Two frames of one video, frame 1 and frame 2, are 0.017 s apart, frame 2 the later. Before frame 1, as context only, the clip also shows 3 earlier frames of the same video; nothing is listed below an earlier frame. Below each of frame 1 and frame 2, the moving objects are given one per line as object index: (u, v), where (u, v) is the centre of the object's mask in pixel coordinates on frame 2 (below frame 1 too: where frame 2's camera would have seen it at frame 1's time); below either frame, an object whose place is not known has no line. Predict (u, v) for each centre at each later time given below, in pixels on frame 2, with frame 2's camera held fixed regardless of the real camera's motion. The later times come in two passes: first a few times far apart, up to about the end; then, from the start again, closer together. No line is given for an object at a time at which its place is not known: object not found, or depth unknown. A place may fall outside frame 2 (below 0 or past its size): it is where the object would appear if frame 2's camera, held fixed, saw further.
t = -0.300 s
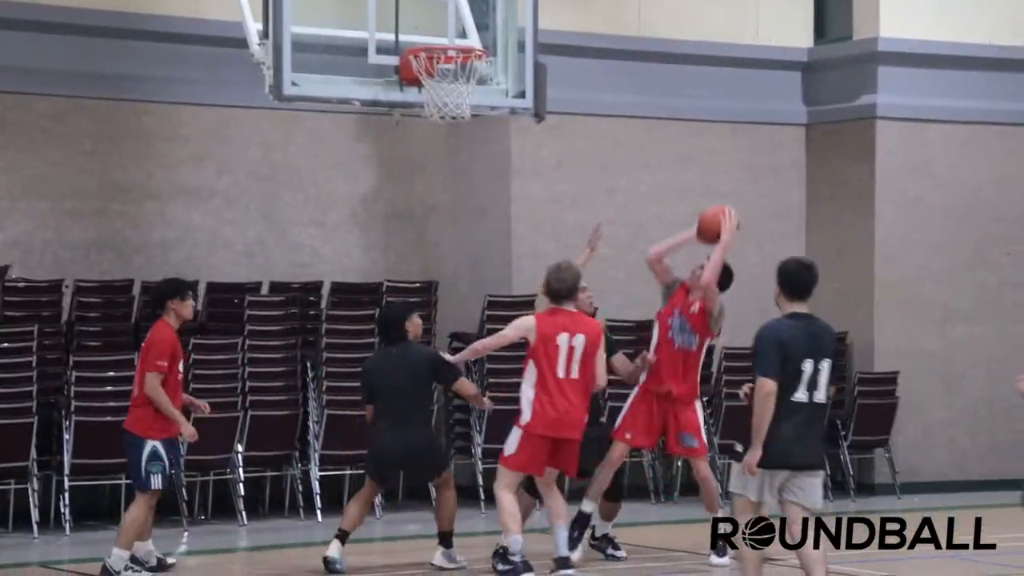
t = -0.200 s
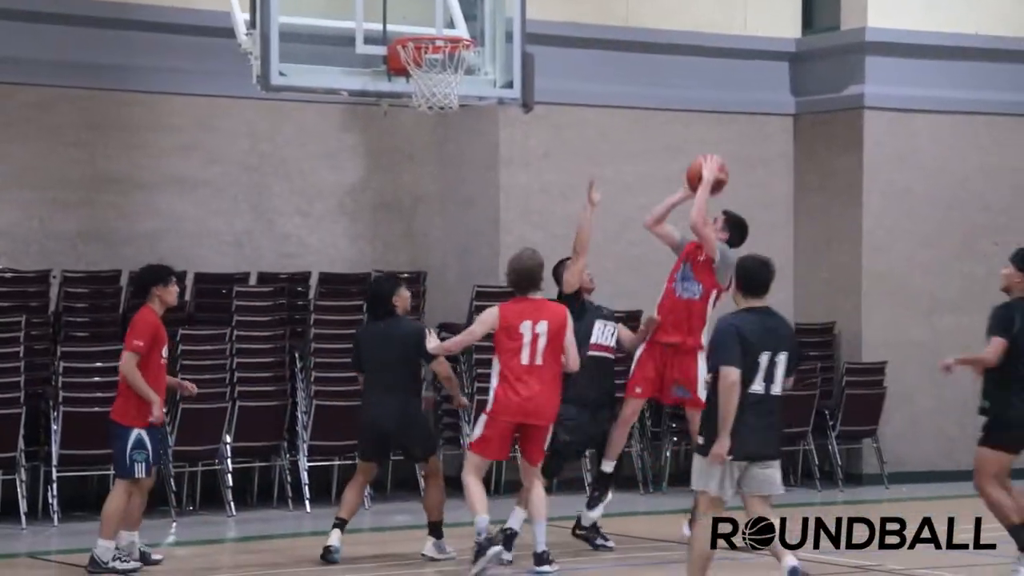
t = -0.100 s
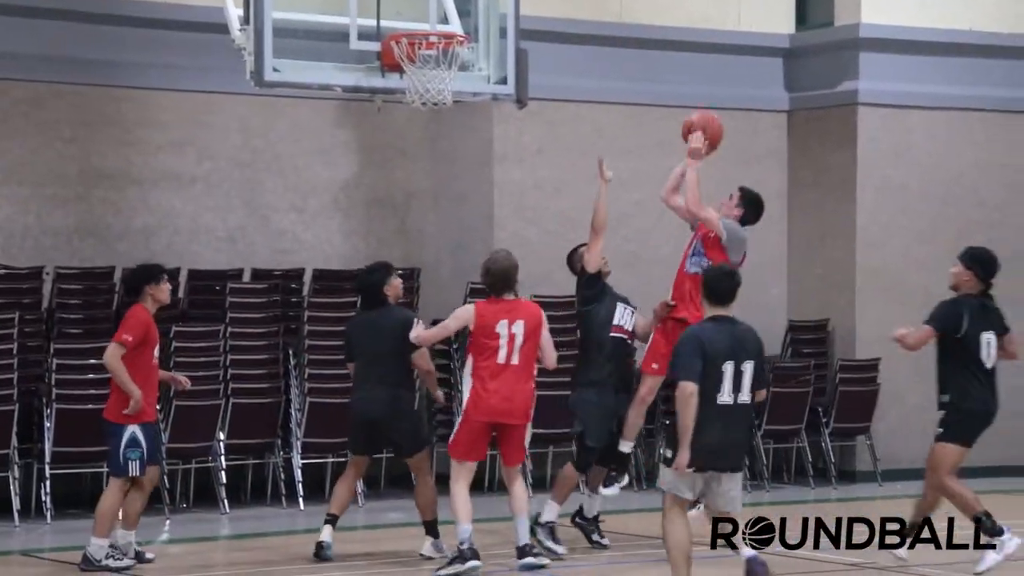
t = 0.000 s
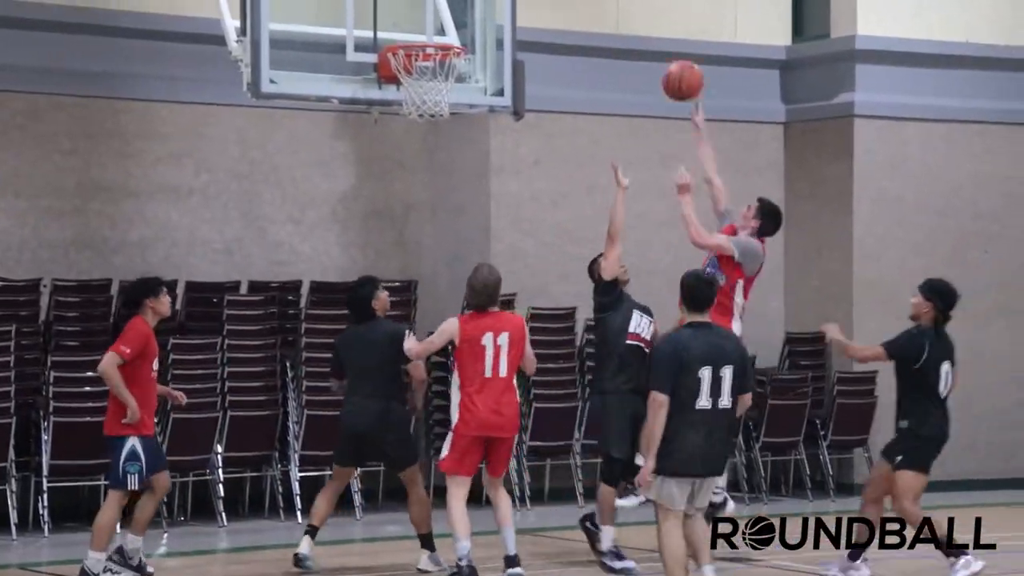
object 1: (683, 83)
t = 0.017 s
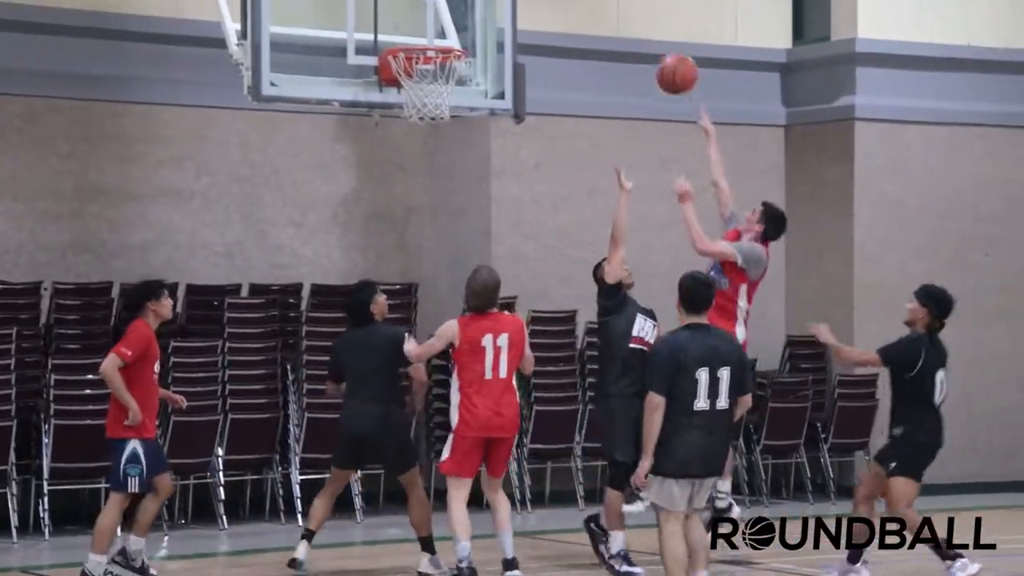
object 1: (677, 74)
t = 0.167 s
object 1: (621, 5)
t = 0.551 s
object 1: (482, 3)
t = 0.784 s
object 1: (416, 40)
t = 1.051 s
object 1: (447, 123)
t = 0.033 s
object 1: (671, 65)
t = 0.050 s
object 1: (666, 56)
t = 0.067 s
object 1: (659, 47)
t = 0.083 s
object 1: (652, 39)
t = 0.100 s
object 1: (645, 31)
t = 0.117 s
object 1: (639, 24)
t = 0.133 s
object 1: (634, 18)
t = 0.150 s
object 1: (627, 12)
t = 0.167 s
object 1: (621, 5)
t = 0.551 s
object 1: (482, 3)
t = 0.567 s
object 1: (476, 8)
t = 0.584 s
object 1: (470, 14)
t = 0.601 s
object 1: (464, 20)
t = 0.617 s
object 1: (458, 26)
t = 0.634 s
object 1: (453, 31)
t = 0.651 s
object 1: (449, 32)
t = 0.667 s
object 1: (446, 32)
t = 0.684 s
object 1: (441, 32)
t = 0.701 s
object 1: (437, 33)
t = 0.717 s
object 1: (433, 34)
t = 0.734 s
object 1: (429, 35)
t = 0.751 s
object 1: (425, 37)
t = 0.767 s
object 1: (421, 38)
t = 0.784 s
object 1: (416, 40)
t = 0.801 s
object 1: (413, 41)
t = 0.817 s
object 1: (412, 58)
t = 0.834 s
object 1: (415, 64)
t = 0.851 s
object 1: (415, 66)
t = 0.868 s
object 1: (420, 67)
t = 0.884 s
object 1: (420, 69)
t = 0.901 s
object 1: (424, 74)
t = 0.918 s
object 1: (429, 80)
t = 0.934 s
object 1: (430, 84)
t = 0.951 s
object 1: (434, 90)
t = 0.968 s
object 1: (437, 96)
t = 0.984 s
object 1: (439, 100)
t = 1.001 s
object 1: (442, 106)
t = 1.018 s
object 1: (444, 117)
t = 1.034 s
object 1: (445, 118)
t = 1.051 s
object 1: (447, 123)
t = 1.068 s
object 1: (449, 129)
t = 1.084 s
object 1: (451, 137)
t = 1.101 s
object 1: (453, 144)
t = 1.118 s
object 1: (455, 152)
